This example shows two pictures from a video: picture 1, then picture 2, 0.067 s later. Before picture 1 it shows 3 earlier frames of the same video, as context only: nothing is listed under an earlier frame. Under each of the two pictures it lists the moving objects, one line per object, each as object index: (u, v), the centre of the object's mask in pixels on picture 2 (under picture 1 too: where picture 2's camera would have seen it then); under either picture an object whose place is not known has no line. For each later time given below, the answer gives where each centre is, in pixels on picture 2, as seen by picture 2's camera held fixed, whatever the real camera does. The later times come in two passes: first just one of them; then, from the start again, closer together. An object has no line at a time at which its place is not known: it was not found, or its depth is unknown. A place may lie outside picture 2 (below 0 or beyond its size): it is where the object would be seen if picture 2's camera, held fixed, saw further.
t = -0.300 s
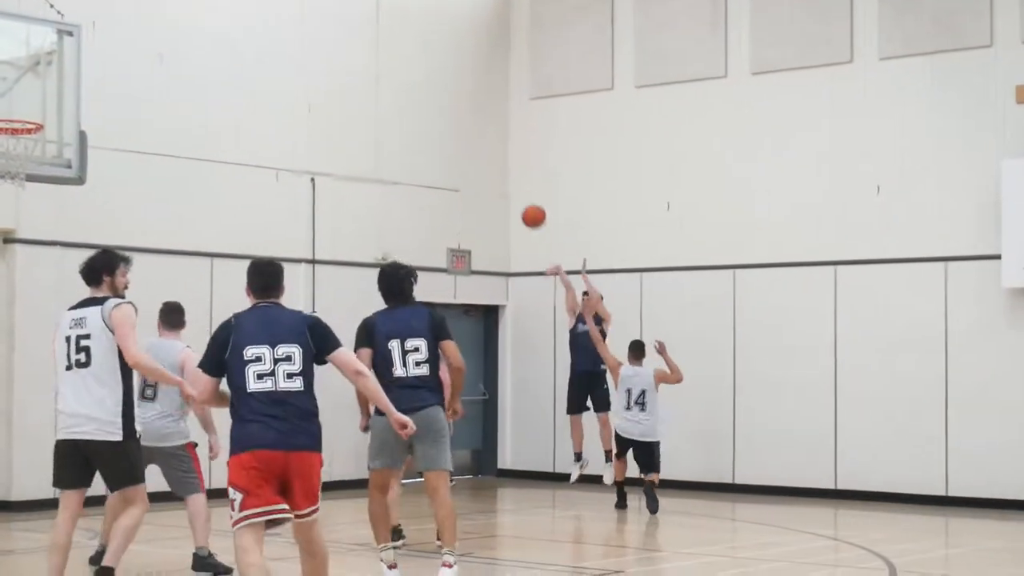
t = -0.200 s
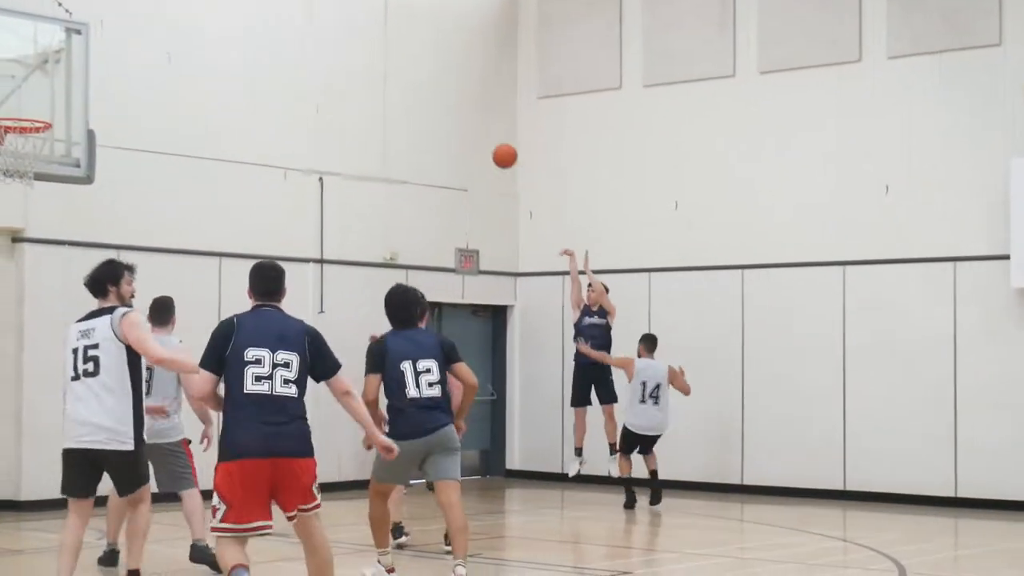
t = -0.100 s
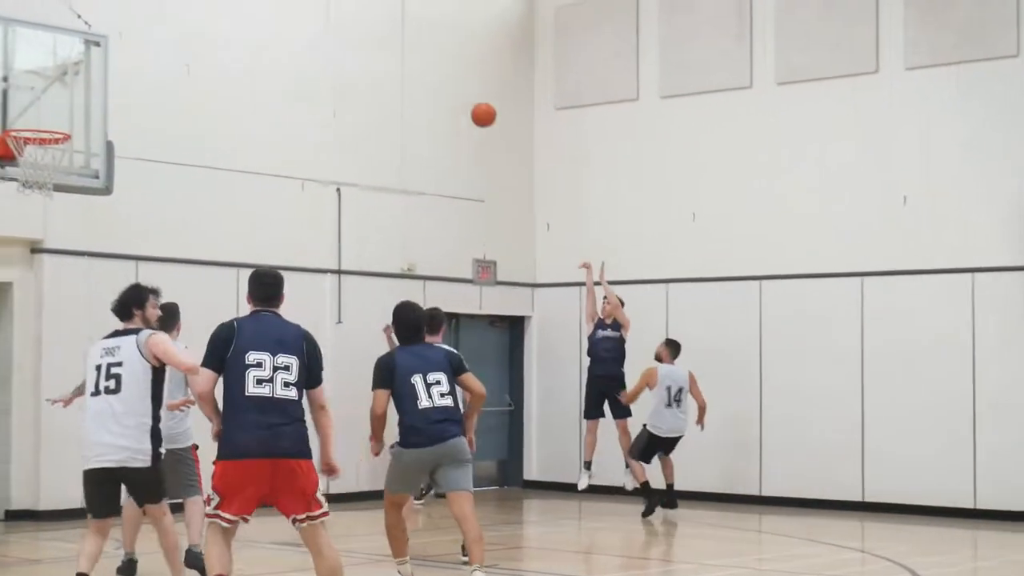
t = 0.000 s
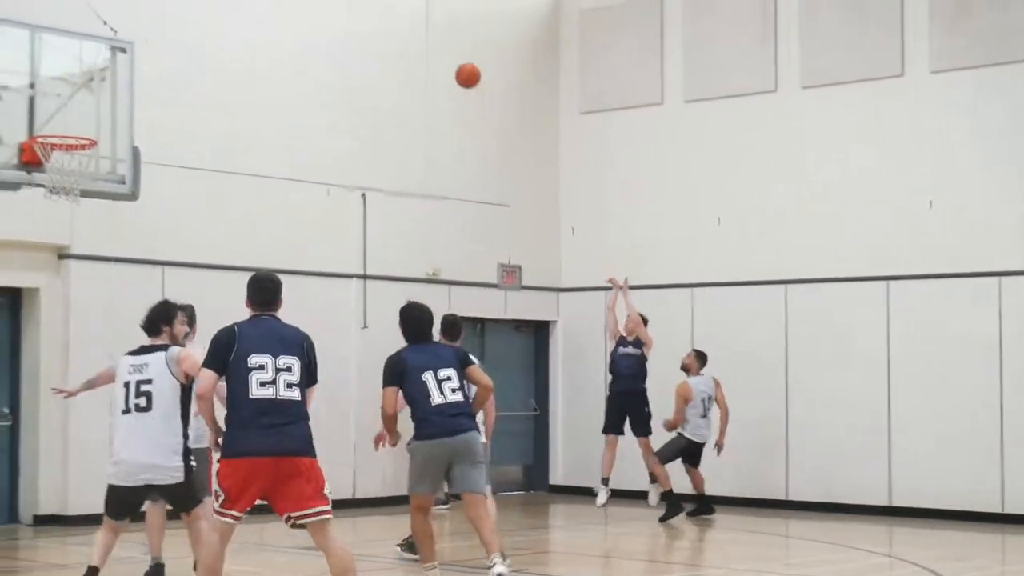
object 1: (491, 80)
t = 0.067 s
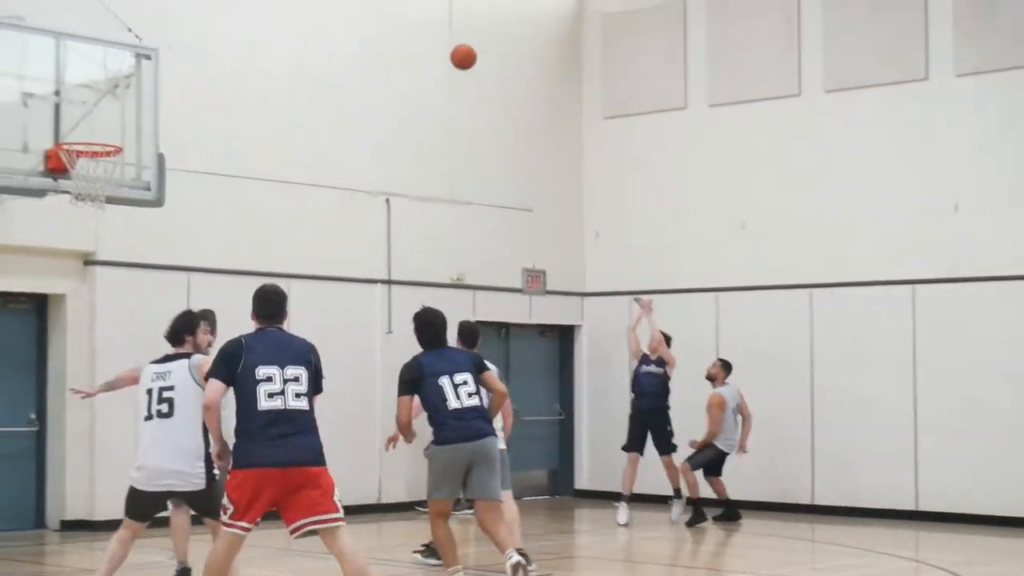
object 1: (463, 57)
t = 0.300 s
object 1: (362, 8)
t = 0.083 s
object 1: (456, 51)
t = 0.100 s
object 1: (449, 46)
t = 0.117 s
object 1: (442, 41)
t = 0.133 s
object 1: (435, 37)
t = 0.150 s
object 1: (428, 33)
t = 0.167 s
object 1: (421, 28)
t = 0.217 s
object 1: (399, 18)
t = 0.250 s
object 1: (385, 13)
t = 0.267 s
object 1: (377, 11)
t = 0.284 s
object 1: (369, 9)
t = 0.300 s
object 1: (362, 8)
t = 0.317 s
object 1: (354, 7)
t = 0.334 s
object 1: (346, 6)
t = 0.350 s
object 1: (338, 6)
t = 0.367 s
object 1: (330, 5)
